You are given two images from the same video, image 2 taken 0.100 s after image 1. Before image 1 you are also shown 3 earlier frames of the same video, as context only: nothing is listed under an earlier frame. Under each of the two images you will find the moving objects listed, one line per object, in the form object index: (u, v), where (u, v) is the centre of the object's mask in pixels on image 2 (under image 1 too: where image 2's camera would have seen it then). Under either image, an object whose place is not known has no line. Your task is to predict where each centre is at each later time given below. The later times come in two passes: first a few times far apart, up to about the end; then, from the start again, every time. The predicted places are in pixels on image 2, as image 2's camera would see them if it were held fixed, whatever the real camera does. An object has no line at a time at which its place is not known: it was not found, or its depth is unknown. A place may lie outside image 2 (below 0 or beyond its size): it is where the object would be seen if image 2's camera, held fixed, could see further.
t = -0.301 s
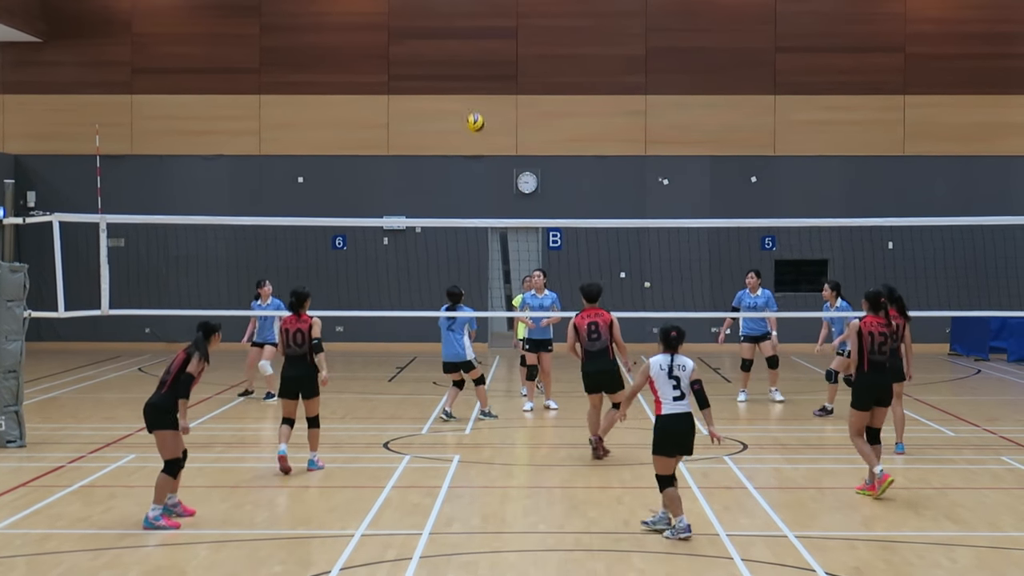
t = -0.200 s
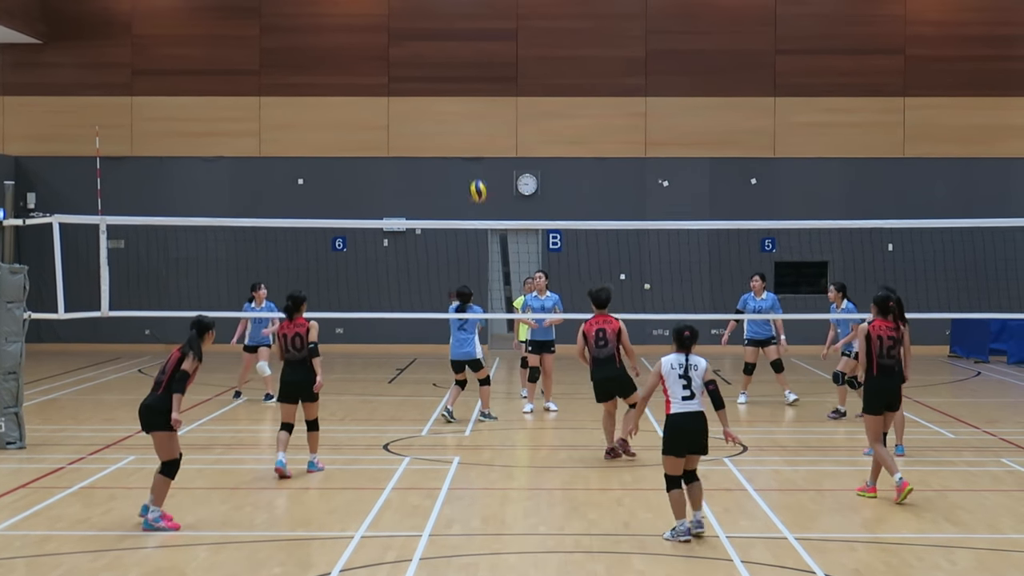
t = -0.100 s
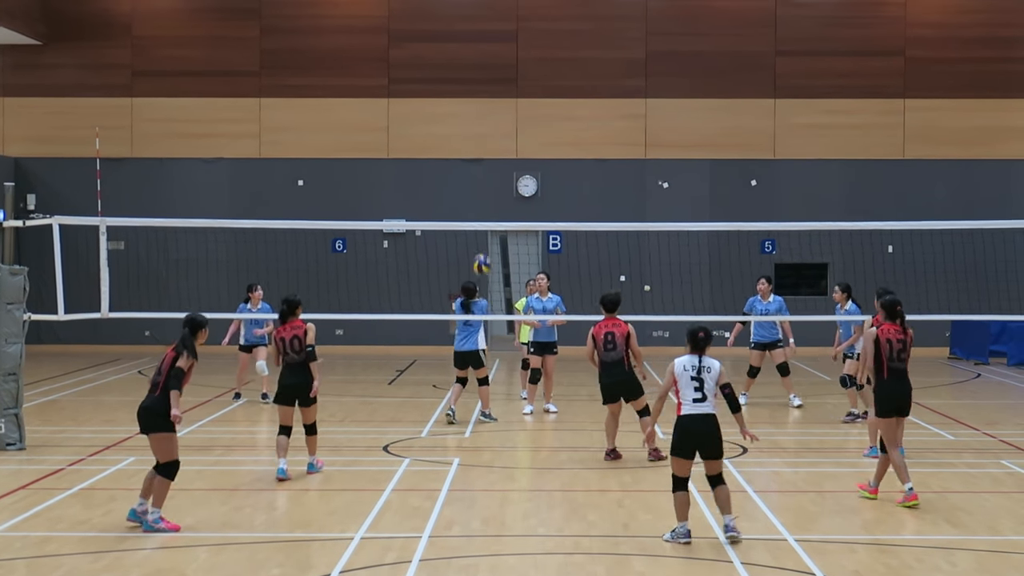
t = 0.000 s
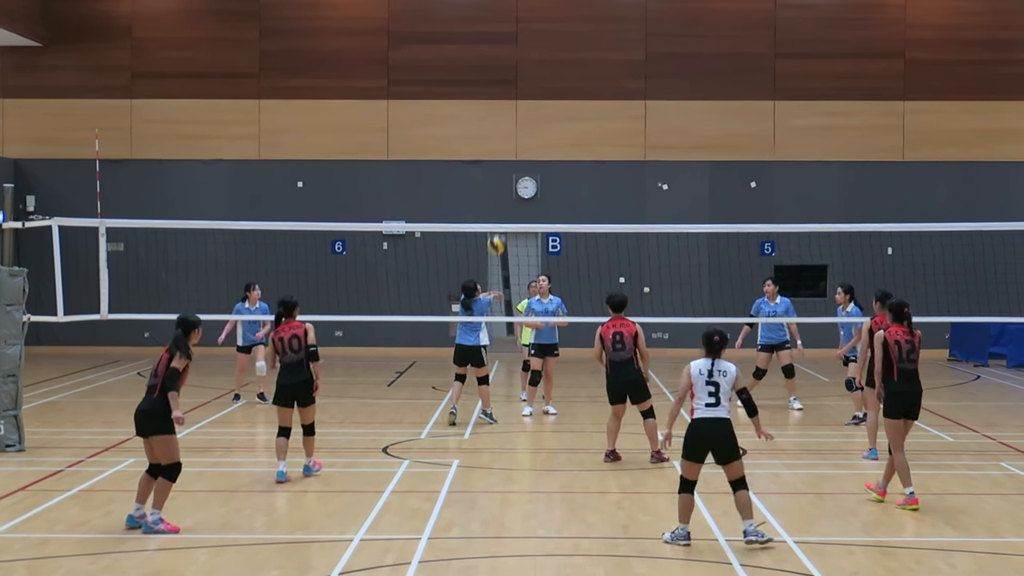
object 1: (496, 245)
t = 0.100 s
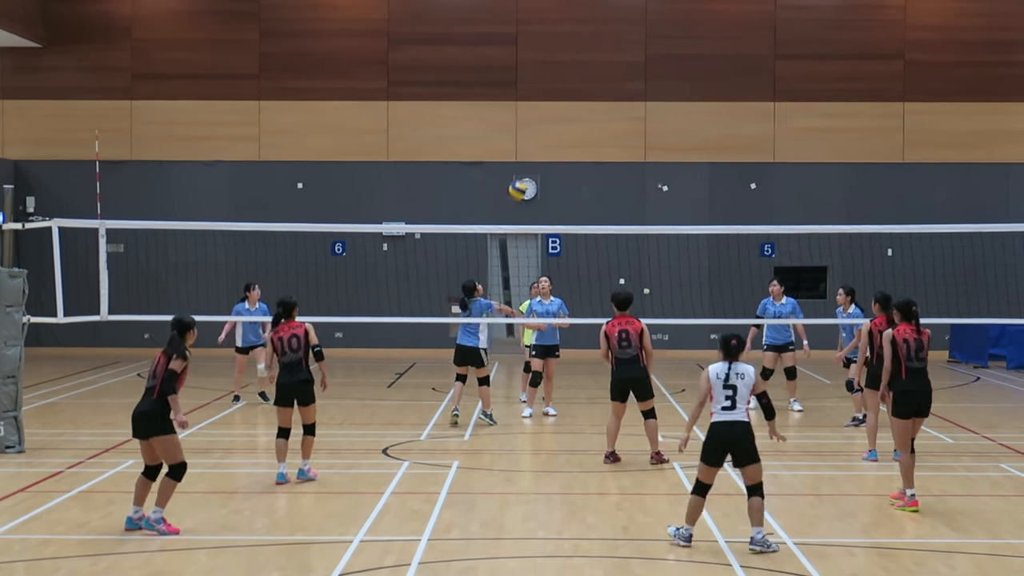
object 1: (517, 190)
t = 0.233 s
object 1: (542, 130)
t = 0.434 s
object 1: (579, 73)
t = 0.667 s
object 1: (623, 47)
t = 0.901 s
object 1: (666, 71)
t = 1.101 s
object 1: (700, 127)
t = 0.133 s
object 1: (523, 173)
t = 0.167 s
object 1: (529, 159)
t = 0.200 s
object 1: (536, 143)
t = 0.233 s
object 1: (542, 130)
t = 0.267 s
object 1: (548, 118)
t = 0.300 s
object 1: (554, 107)
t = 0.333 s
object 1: (561, 97)
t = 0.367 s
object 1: (567, 89)
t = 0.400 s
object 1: (573, 80)
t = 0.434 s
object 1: (579, 73)
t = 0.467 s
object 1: (585, 66)
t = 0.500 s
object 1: (592, 60)
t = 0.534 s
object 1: (598, 56)
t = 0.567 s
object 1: (604, 53)
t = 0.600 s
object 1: (610, 50)
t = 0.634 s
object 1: (617, 49)
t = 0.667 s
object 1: (623, 47)
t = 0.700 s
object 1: (629, 48)
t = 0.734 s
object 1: (635, 50)
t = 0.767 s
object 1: (640, 52)
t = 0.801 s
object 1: (647, 55)
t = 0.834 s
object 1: (653, 60)
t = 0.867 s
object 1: (659, 65)
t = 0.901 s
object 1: (666, 71)
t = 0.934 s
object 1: (672, 78)
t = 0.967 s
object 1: (677, 85)
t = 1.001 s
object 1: (683, 94)
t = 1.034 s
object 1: (689, 104)
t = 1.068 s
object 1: (694, 115)
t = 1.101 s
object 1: (700, 127)
